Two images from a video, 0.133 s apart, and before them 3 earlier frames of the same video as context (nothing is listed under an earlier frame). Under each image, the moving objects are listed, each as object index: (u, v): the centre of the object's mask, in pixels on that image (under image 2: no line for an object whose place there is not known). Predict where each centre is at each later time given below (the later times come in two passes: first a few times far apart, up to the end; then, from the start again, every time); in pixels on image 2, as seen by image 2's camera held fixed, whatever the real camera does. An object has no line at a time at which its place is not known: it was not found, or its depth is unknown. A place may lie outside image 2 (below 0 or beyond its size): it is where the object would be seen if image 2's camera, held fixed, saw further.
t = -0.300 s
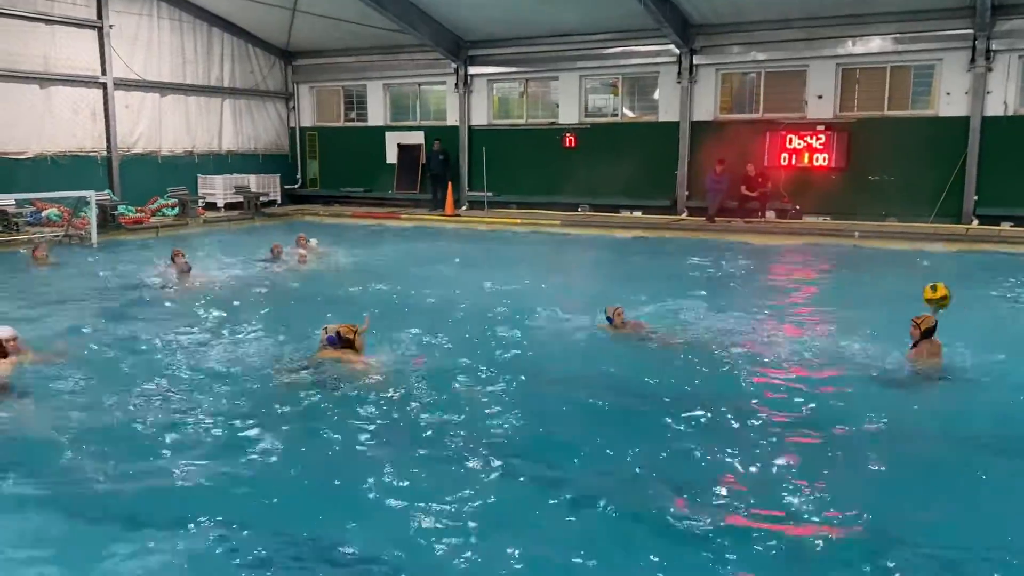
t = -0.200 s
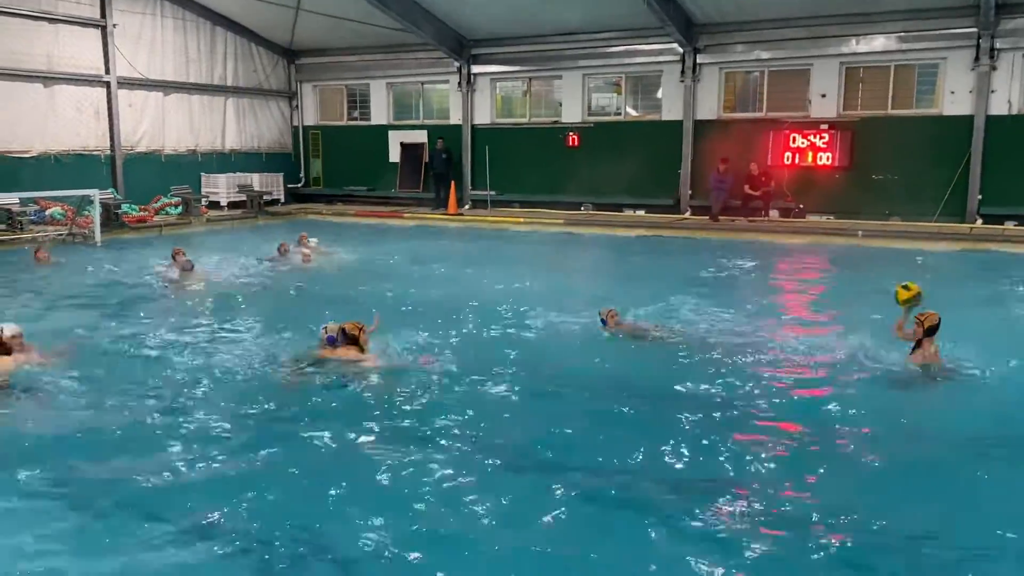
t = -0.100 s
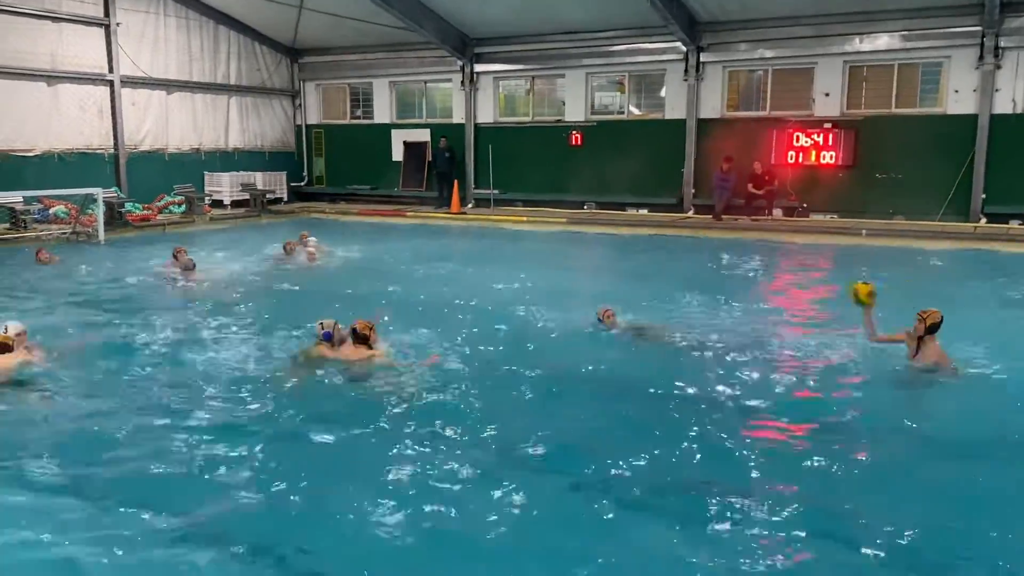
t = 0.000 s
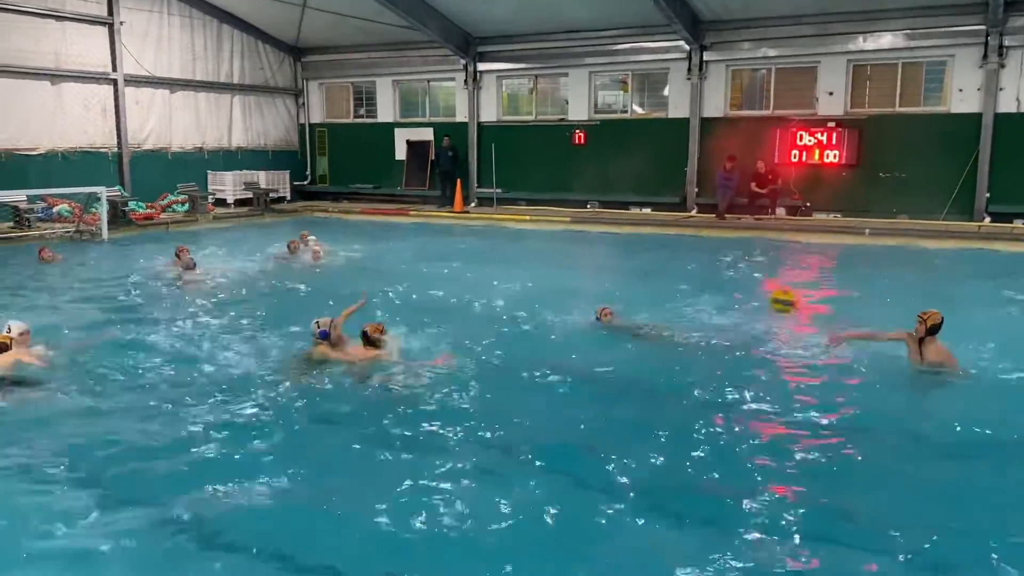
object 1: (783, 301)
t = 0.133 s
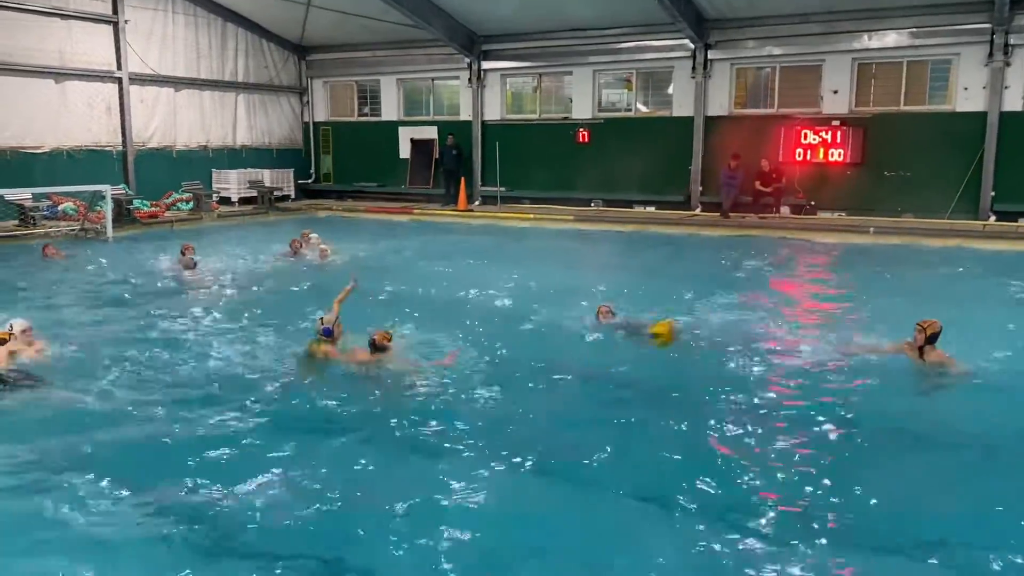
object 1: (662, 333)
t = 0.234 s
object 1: (572, 369)
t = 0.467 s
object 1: (503, 374)
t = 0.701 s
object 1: (476, 379)
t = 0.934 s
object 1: (466, 377)
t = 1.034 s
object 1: (461, 379)
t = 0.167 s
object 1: (630, 345)
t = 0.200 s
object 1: (600, 358)
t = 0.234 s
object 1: (572, 369)
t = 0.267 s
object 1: (552, 373)
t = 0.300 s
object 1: (540, 372)
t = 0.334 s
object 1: (530, 374)
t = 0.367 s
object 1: (523, 373)
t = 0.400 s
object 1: (515, 373)
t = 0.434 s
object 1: (508, 373)
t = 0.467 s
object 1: (503, 374)
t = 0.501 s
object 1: (495, 375)
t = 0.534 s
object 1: (490, 377)
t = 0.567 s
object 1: (487, 378)
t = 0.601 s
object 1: (484, 378)
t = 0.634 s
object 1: (481, 379)
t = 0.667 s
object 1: (479, 379)
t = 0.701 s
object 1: (476, 379)
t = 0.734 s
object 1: (474, 379)
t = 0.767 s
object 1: (472, 378)
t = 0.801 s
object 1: (470, 377)
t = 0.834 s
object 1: (469, 376)
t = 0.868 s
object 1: (469, 376)
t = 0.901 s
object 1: (467, 377)
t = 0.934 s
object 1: (466, 377)
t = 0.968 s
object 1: (463, 378)
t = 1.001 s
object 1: (462, 378)
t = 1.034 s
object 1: (461, 379)
